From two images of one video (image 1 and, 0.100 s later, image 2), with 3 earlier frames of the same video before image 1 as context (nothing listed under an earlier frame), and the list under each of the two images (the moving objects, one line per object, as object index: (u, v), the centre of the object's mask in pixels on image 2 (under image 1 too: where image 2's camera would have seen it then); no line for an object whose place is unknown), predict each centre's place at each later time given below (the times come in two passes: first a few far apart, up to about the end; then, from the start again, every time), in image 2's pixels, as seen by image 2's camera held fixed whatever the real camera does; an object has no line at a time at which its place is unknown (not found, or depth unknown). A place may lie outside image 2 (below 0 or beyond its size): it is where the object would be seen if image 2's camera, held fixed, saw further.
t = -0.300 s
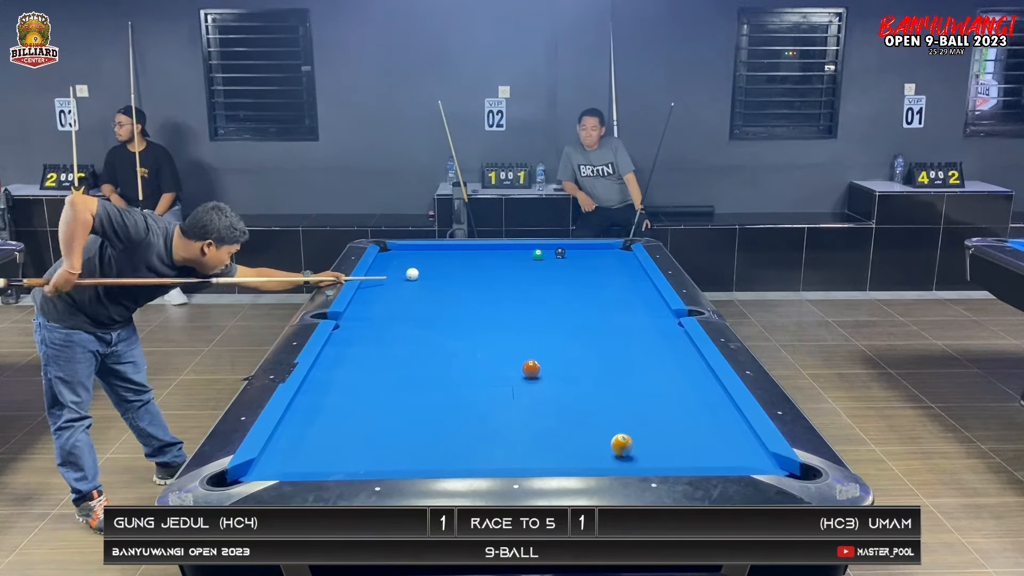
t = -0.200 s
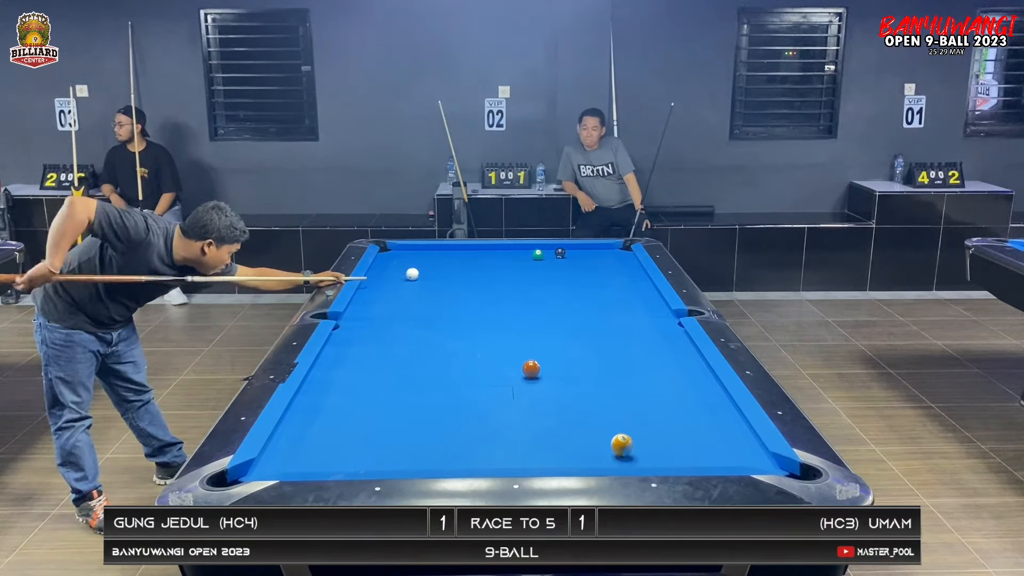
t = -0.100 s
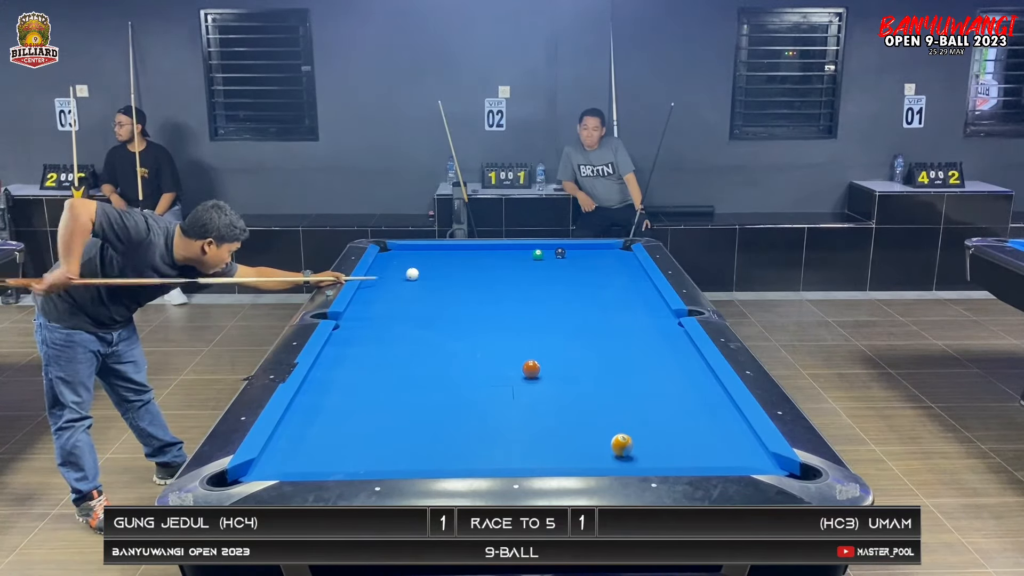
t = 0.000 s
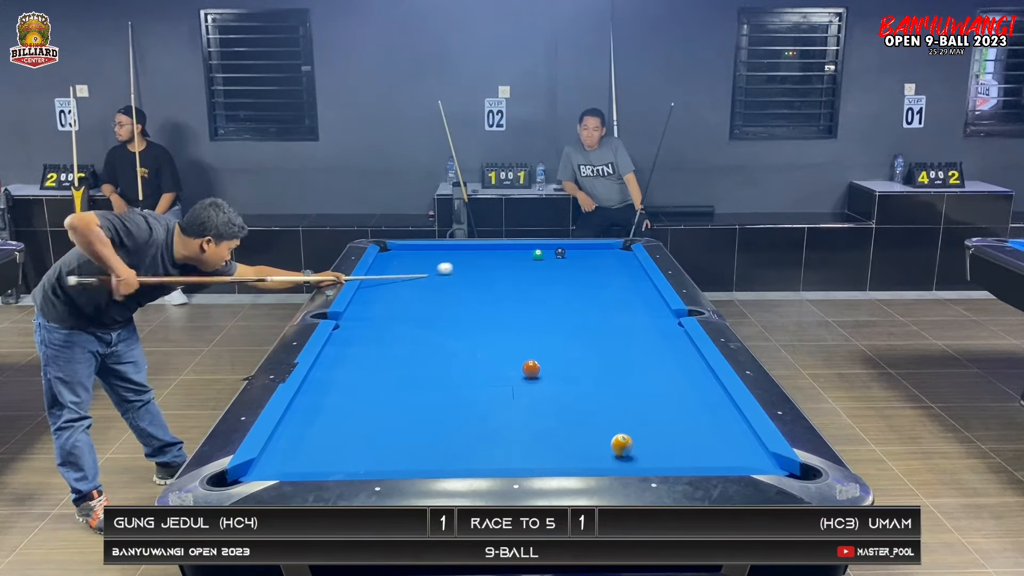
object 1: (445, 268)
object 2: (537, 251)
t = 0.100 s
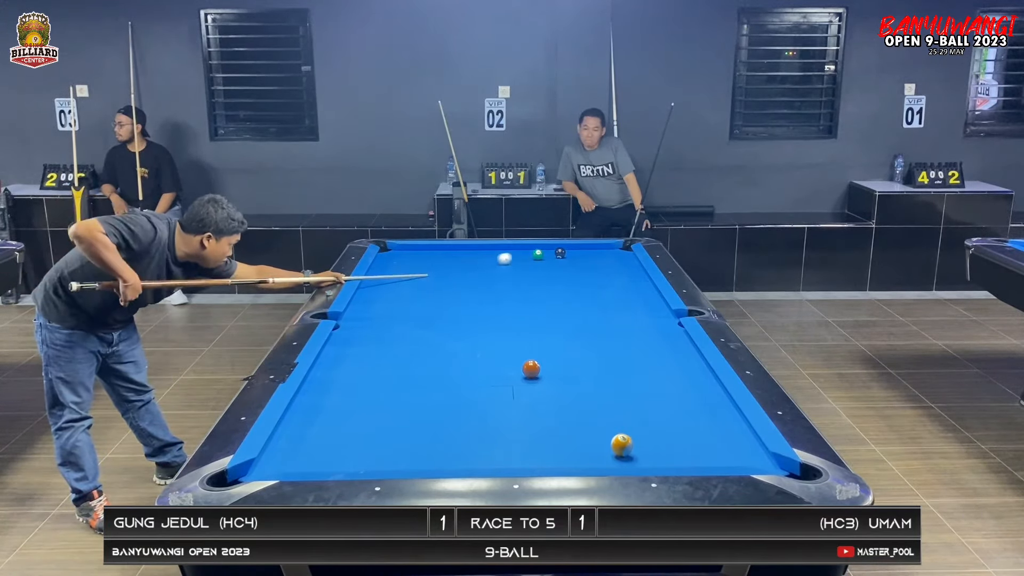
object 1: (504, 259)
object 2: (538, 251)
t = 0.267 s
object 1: (519, 251)
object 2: (554, 252)
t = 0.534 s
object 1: (494, 247)
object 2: (566, 255)
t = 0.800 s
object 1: (462, 250)
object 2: (576, 257)
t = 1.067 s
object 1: (431, 254)
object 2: (586, 259)
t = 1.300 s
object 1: (403, 256)
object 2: (595, 261)
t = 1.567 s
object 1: (383, 260)
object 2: (604, 263)
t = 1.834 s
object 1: (397, 264)
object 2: (612, 265)
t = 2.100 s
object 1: (411, 267)
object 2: (619, 266)
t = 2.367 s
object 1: (425, 271)
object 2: (626, 268)
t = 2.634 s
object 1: (439, 274)
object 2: (632, 269)
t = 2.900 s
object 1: (452, 278)
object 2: (637, 270)
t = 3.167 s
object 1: (465, 281)
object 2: (639, 271)
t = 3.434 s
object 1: (477, 284)
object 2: (637, 271)
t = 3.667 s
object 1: (488, 287)
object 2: (637, 271)
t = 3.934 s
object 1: (500, 290)
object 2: (637, 271)
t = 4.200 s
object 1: (510, 293)
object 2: (637, 271)
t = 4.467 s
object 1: (520, 295)
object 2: (637, 271)
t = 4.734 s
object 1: (530, 297)
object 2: (637, 271)
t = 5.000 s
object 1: (538, 300)
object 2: (637, 271)
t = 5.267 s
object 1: (546, 302)
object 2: (637, 272)
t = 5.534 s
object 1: (553, 304)
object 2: (637, 272)
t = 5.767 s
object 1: (559, 305)
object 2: (637, 272)
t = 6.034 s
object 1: (564, 306)
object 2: (637, 272)
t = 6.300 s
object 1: (568, 308)
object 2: (637, 271)
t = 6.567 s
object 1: (572, 309)
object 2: (637, 272)
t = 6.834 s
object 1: (575, 309)
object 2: (637, 271)
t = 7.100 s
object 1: (577, 309)
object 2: (637, 272)
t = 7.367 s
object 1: (578, 310)
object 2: (637, 272)
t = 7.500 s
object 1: (578, 310)
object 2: (637, 271)
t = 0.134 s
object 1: (522, 256)
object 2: (538, 252)
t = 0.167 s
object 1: (525, 254)
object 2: (550, 251)
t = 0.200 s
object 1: (523, 253)
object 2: (552, 251)
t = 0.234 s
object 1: (521, 252)
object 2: (554, 252)
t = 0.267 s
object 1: (519, 251)
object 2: (554, 252)
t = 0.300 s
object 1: (516, 250)
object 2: (555, 252)
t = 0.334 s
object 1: (513, 249)
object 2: (556, 253)
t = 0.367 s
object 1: (510, 249)
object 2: (558, 253)
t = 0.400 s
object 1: (507, 248)
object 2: (560, 253)
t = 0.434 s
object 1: (504, 247)
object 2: (562, 254)
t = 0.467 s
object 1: (502, 247)
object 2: (563, 255)
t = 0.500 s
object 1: (498, 247)
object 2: (564, 255)
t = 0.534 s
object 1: (494, 247)
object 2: (566, 255)
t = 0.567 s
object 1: (490, 248)
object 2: (567, 255)
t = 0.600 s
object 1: (486, 248)
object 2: (568, 255)
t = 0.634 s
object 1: (482, 249)
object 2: (569, 255)
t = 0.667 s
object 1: (478, 249)
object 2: (571, 255)
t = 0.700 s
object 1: (474, 249)
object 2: (572, 255)
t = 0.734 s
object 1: (470, 250)
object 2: (574, 256)
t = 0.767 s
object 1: (466, 250)
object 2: (575, 256)
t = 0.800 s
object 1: (462, 250)
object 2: (576, 257)
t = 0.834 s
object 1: (458, 251)
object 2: (578, 257)
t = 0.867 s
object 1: (454, 251)
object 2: (579, 257)
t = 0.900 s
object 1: (451, 252)
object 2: (580, 257)
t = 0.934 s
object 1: (447, 252)
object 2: (581, 258)
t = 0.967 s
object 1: (443, 252)
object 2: (582, 257)
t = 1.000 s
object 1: (439, 253)
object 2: (584, 257)
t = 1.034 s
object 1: (435, 253)
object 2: (585, 258)
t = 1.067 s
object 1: (431, 254)
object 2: (586, 259)
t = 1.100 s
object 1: (427, 254)
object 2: (588, 259)
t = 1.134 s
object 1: (423, 255)
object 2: (589, 260)
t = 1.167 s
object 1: (419, 255)
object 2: (591, 260)
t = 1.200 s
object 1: (415, 255)
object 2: (591, 260)
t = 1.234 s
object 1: (411, 256)
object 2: (593, 261)
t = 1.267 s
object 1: (407, 256)
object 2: (594, 261)
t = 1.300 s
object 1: (403, 256)
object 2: (595, 261)
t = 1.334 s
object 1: (399, 257)
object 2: (596, 261)
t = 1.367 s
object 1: (395, 257)
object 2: (597, 261)
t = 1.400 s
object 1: (391, 258)
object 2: (598, 261)
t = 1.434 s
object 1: (388, 258)
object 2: (600, 262)
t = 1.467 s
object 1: (384, 259)
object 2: (601, 262)
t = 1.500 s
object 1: (380, 259)
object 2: (602, 262)
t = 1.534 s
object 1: (381, 259)
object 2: (603, 262)
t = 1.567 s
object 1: (383, 260)
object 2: (604, 263)
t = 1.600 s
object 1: (385, 260)
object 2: (605, 263)
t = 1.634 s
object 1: (386, 261)
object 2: (606, 264)
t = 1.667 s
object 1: (388, 261)
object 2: (607, 264)
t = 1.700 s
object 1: (390, 262)
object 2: (608, 264)
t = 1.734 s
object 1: (392, 262)
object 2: (609, 264)
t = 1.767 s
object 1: (393, 263)
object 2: (610, 264)
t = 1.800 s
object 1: (395, 263)
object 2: (611, 264)
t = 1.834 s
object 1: (397, 264)
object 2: (612, 265)
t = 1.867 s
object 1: (399, 264)
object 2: (613, 265)
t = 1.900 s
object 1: (401, 265)
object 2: (614, 265)
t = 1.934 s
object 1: (403, 265)
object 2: (615, 265)
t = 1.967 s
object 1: (404, 265)
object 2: (616, 265)
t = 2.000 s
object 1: (406, 266)
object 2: (617, 265)
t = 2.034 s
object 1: (408, 266)
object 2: (617, 266)
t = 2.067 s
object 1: (410, 267)
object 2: (618, 266)
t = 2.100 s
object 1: (411, 267)
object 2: (619, 266)
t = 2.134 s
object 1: (413, 268)
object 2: (620, 267)
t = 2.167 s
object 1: (415, 268)
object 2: (621, 267)
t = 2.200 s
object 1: (417, 269)
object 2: (622, 267)
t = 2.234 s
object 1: (418, 269)
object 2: (623, 267)
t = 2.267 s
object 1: (420, 270)
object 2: (624, 268)
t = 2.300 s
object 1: (422, 270)
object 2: (624, 268)
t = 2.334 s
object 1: (424, 271)
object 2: (625, 268)
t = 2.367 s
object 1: (425, 271)
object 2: (626, 268)
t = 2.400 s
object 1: (427, 271)
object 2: (626, 268)
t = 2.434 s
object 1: (429, 272)
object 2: (628, 268)
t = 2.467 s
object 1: (430, 272)
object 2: (628, 268)
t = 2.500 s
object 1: (432, 273)
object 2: (629, 269)
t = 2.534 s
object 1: (434, 273)
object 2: (630, 269)
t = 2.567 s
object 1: (435, 274)
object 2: (630, 269)
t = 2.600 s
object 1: (437, 274)
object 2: (631, 269)
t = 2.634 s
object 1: (439, 274)
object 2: (632, 269)
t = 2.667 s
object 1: (441, 275)
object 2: (632, 269)
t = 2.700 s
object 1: (442, 275)
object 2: (633, 269)
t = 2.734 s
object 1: (444, 276)
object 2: (634, 270)
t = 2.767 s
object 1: (445, 276)
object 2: (634, 270)
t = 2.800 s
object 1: (447, 277)
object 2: (635, 270)
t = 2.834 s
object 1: (449, 277)
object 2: (636, 270)
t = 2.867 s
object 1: (450, 277)
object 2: (636, 270)
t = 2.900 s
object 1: (452, 278)
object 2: (637, 270)
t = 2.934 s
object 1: (454, 278)
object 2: (638, 271)
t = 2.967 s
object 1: (455, 279)
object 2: (638, 271)
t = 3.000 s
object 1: (457, 279)
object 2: (639, 271)
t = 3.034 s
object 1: (458, 280)
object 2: (639, 271)
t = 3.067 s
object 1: (460, 280)
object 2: (639, 271)
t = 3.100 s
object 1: (462, 280)
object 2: (639, 271)
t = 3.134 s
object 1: (463, 281)
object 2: (639, 271)
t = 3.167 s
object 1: (465, 281)
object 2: (639, 271)
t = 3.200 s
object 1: (467, 282)
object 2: (639, 271)
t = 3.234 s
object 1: (468, 282)
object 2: (638, 271)
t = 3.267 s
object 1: (470, 282)
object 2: (638, 271)
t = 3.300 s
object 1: (471, 283)
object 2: (638, 271)
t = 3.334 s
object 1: (473, 283)
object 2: (638, 271)
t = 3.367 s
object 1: (474, 284)
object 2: (638, 271)
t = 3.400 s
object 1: (476, 284)
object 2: (638, 271)
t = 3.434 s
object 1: (477, 284)
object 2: (637, 271)
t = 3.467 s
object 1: (479, 285)
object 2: (637, 271)
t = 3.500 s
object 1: (481, 285)
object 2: (637, 271)
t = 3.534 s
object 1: (482, 285)
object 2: (637, 271)
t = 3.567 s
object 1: (484, 286)
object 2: (637, 271)
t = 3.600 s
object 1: (485, 286)
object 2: (637, 271)
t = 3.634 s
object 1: (487, 287)
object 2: (637, 271)
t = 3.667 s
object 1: (488, 287)
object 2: (637, 271)
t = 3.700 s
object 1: (489, 287)
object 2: (637, 271)
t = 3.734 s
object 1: (491, 288)
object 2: (637, 271)
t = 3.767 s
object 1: (492, 288)
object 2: (637, 271)
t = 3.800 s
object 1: (494, 288)
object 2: (637, 271)
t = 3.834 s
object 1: (495, 289)
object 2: (637, 271)
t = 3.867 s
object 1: (497, 289)
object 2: (637, 271)
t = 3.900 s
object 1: (498, 289)
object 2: (637, 271)
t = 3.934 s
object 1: (500, 290)
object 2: (637, 271)
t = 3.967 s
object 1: (501, 290)
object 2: (637, 271)
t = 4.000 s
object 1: (502, 291)
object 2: (637, 271)
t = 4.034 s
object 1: (504, 291)
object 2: (637, 271)
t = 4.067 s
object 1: (505, 291)
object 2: (637, 271)
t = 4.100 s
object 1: (506, 292)
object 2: (637, 271)
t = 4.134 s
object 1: (507, 292)
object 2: (637, 271)
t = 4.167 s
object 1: (509, 292)
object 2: (637, 271)
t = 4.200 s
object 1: (510, 293)
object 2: (637, 271)
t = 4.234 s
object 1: (511, 293)
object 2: (637, 271)
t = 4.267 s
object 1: (513, 293)
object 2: (637, 271)
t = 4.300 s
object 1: (514, 294)
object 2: (637, 271)
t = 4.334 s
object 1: (515, 294)
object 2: (637, 271)
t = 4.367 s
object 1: (516, 294)
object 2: (637, 271)
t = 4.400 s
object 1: (518, 294)
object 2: (637, 271)
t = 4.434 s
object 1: (519, 295)
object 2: (637, 271)
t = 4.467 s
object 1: (520, 295)
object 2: (637, 271)
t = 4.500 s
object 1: (521, 296)
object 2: (637, 271)
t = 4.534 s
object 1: (523, 296)
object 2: (637, 271)
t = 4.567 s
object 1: (524, 296)
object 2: (637, 271)
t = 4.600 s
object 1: (525, 296)
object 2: (637, 271)
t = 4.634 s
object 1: (526, 297)
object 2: (637, 271)
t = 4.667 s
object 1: (527, 297)
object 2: (637, 271)
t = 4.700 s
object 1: (528, 297)
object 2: (637, 272)
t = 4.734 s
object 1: (530, 297)
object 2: (637, 271)
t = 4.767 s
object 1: (531, 298)
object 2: (637, 272)
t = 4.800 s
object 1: (532, 298)
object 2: (637, 272)
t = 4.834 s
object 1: (533, 298)
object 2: (637, 272)
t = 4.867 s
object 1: (534, 299)
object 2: (637, 271)
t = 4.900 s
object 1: (535, 299)
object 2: (637, 271)
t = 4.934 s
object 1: (536, 299)
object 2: (637, 272)
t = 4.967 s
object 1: (537, 299)
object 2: (637, 271)
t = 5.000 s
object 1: (538, 300)
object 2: (637, 271)
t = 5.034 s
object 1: (539, 300)
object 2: (637, 272)
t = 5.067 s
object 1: (540, 300)
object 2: (637, 272)
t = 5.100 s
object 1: (541, 301)
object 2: (637, 271)
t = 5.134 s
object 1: (542, 301)
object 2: (637, 271)
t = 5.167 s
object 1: (543, 301)
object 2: (637, 271)
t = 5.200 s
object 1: (544, 301)
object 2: (637, 272)
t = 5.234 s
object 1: (545, 302)
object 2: (637, 271)
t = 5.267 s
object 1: (546, 302)
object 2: (637, 272)
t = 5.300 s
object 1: (547, 302)
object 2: (637, 271)
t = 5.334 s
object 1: (548, 302)
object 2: (637, 271)
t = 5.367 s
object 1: (549, 303)
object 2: (637, 271)
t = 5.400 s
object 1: (550, 303)
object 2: (637, 272)
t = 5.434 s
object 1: (551, 303)
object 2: (637, 272)
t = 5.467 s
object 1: (552, 303)
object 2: (637, 271)
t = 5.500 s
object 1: (552, 303)
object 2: (637, 271)
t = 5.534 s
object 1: (553, 304)
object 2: (637, 272)
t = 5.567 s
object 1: (554, 304)
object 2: (637, 272)
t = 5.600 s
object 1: (555, 304)
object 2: (637, 272)
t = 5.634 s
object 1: (556, 304)
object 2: (637, 272)
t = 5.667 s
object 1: (556, 304)
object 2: (637, 272)
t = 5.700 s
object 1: (557, 305)
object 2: (637, 272)
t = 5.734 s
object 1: (558, 305)
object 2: (637, 272)
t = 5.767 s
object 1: (559, 305)
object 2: (637, 272)
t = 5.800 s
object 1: (559, 305)
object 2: (637, 271)
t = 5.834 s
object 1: (560, 305)
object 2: (637, 271)
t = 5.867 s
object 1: (561, 306)
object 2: (637, 272)
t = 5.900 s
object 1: (561, 306)
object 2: (637, 272)
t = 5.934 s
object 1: (562, 306)
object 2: (637, 272)
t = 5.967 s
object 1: (563, 306)
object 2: (637, 271)
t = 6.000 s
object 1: (563, 306)
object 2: (637, 272)
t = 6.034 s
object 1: (564, 306)
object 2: (637, 272)
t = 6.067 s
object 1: (564, 307)
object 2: (637, 272)
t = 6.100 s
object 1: (565, 307)
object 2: (637, 272)
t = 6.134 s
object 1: (566, 307)
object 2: (637, 272)
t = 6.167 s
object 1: (566, 307)
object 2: (637, 272)
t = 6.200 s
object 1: (567, 307)
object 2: (637, 272)
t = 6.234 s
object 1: (567, 307)
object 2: (637, 271)
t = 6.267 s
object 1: (568, 308)
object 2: (637, 272)
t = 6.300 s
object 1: (568, 308)
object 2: (637, 271)
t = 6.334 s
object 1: (569, 308)
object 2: (637, 272)
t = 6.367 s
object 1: (569, 308)
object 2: (637, 272)
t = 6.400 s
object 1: (570, 308)
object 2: (637, 272)
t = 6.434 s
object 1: (570, 308)
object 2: (637, 272)
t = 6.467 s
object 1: (571, 308)
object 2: (637, 272)
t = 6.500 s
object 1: (571, 308)
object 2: (637, 272)
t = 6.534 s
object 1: (571, 308)
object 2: (637, 272)
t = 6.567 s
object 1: (572, 309)
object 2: (637, 272)
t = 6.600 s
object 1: (572, 309)
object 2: (637, 272)
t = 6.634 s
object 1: (573, 309)
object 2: (637, 271)
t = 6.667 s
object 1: (573, 309)
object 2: (637, 271)
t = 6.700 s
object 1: (573, 309)
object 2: (637, 272)
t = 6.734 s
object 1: (574, 309)
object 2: (637, 272)
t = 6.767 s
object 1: (574, 309)
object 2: (637, 272)
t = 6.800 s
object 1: (574, 309)
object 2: (637, 272)
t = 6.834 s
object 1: (575, 309)
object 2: (637, 271)
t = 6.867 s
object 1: (575, 309)
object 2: (637, 272)
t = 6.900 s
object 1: (575, 309)
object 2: (637, 272)
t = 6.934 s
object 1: (576, 309)
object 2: (637, 271)
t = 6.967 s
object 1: (576, 309)
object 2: (637, 272)
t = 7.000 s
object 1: (576, 309)
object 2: (637, 272)
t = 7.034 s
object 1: (576, 309)
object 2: (637, 272)
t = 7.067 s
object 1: (577, 309)
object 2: (637, 272)
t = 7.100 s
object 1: (577, 309)
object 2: (637, 272)
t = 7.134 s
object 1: (577, 309)
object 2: (637, 272)
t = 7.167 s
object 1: (577, 309)
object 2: (637, 272)
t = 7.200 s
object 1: (577, 310)
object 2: (637, 272)
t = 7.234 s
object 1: (578, 310)
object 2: (637, 272)
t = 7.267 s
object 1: (578, 310)
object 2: (637, 272)
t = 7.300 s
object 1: (578, 310)
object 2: (637, 272)
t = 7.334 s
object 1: (578, 310)
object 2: (637, 272)
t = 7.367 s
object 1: (578, 310)
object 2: (637, 272)
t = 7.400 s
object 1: (578, 310)
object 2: (637, 272)
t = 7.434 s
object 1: (578, 310)
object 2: (637, 271)
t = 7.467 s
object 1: (578, 310)
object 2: (637, 272)
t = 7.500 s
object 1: (578, 310)
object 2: (637, 271)
